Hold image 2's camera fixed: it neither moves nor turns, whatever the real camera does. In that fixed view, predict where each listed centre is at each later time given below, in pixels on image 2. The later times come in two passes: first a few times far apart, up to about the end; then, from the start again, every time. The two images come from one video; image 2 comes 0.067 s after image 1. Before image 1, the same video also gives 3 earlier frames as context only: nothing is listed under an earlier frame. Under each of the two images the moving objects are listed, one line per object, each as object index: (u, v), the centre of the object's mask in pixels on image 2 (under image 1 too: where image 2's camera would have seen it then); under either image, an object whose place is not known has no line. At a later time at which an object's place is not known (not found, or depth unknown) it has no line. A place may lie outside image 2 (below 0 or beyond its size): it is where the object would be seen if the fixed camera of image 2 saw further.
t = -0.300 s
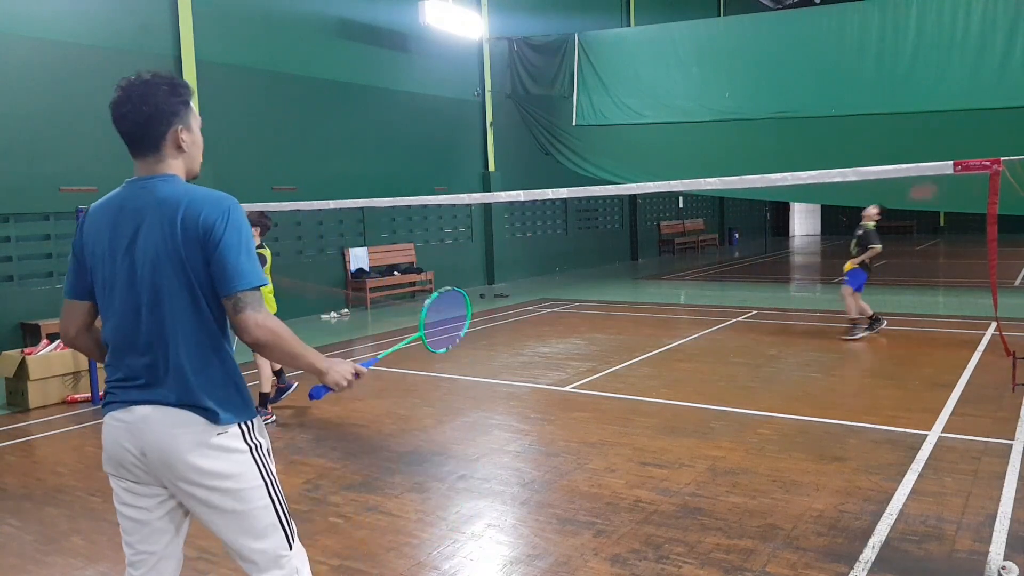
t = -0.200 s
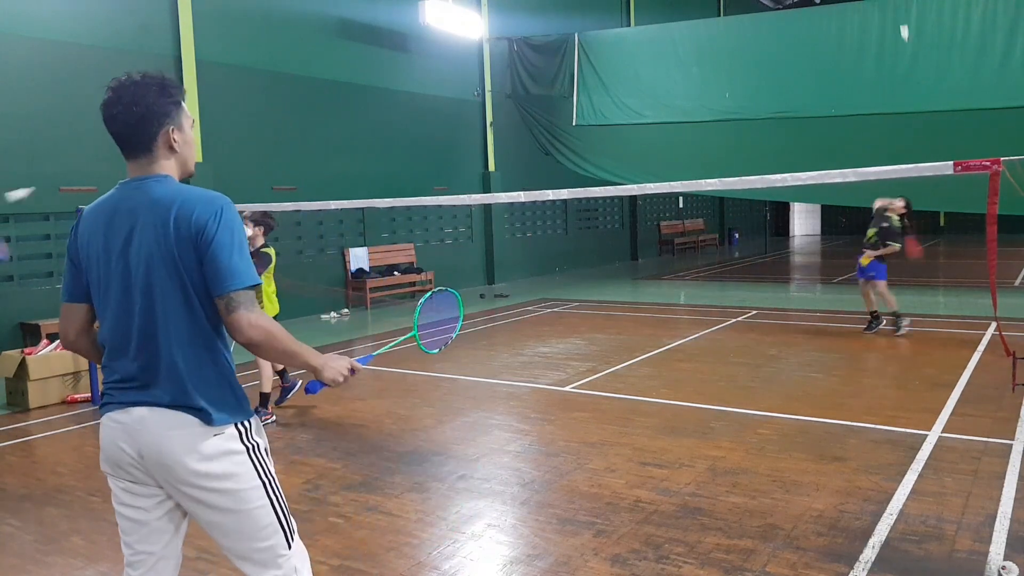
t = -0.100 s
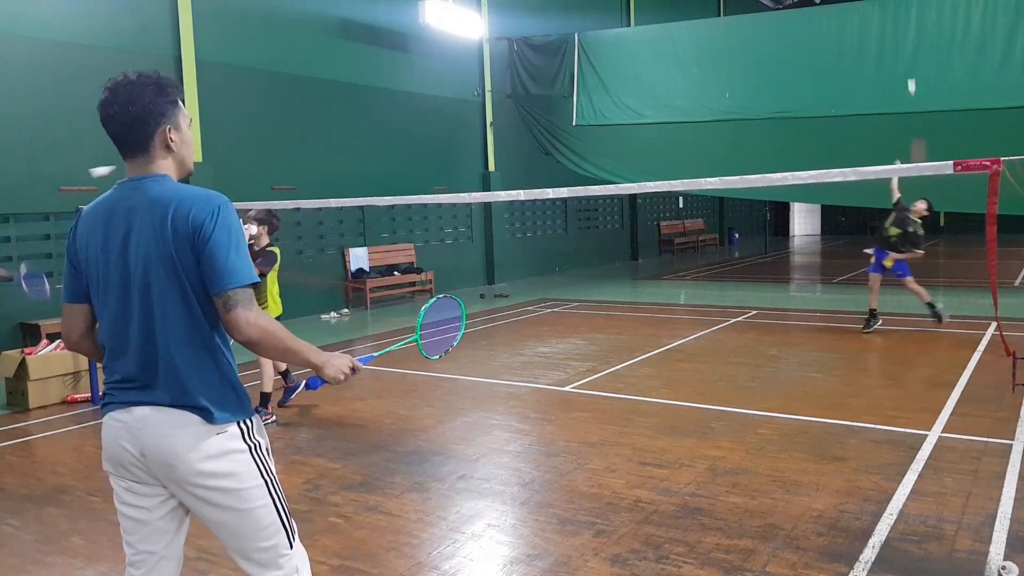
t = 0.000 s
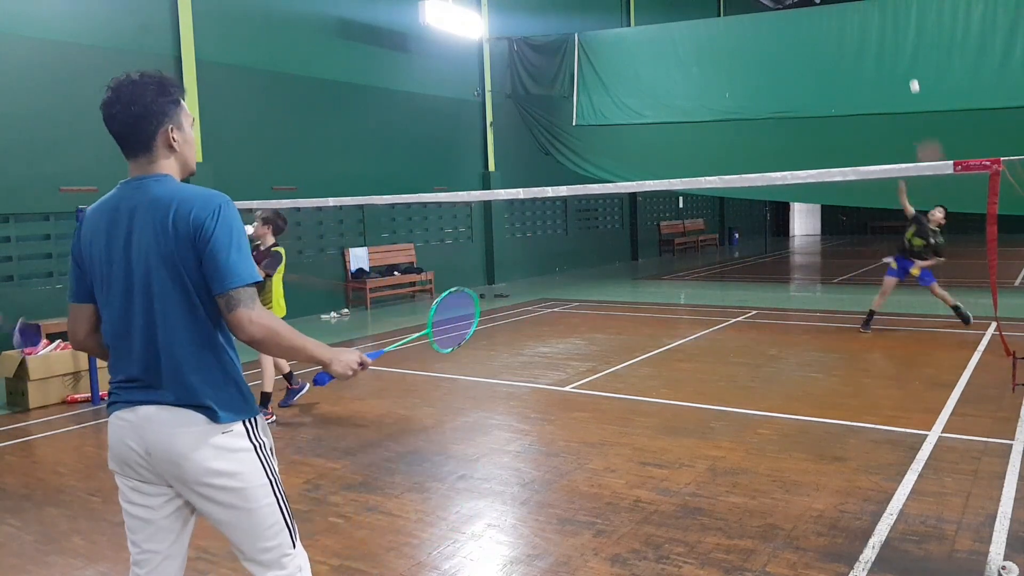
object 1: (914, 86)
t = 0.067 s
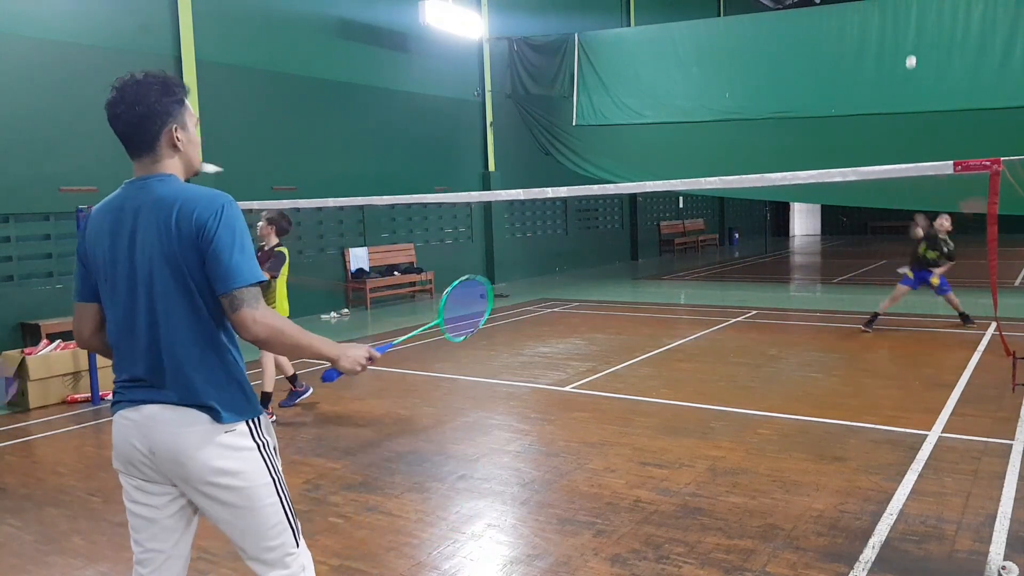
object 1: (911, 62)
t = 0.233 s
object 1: (907, 16)
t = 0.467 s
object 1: (895, 36)
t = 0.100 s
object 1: (911, 50)
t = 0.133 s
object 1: (912, 41)
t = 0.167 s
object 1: (910, 30)
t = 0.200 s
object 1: (909, 23)
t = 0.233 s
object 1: (907, 16)
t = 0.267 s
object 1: (906, 12)
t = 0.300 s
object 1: (905, 10)
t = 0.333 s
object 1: (903, 9)
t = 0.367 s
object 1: (901, 12)
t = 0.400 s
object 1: (900, 17)
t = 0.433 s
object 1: (897, 25)
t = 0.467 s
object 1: (895, 36)
